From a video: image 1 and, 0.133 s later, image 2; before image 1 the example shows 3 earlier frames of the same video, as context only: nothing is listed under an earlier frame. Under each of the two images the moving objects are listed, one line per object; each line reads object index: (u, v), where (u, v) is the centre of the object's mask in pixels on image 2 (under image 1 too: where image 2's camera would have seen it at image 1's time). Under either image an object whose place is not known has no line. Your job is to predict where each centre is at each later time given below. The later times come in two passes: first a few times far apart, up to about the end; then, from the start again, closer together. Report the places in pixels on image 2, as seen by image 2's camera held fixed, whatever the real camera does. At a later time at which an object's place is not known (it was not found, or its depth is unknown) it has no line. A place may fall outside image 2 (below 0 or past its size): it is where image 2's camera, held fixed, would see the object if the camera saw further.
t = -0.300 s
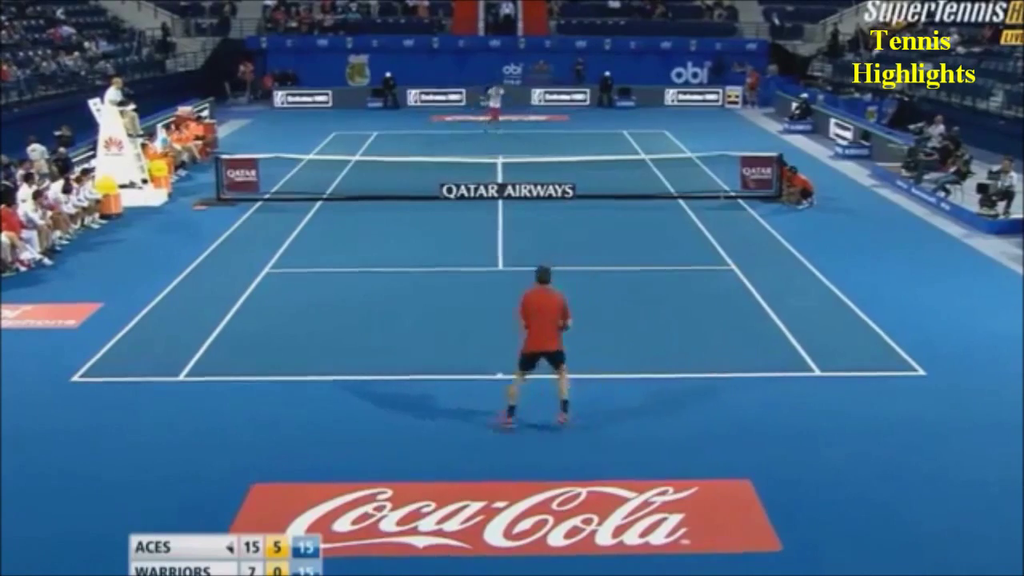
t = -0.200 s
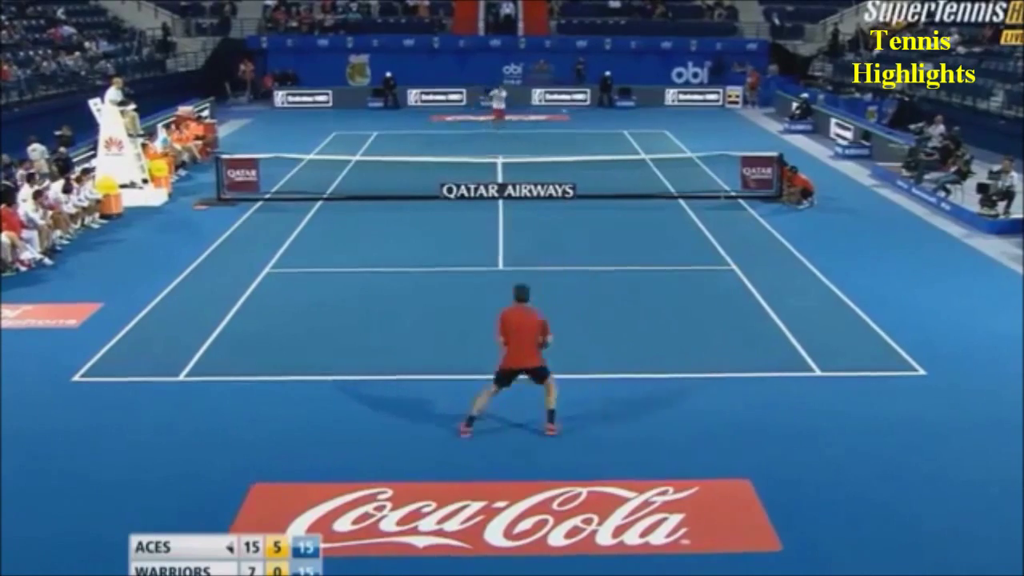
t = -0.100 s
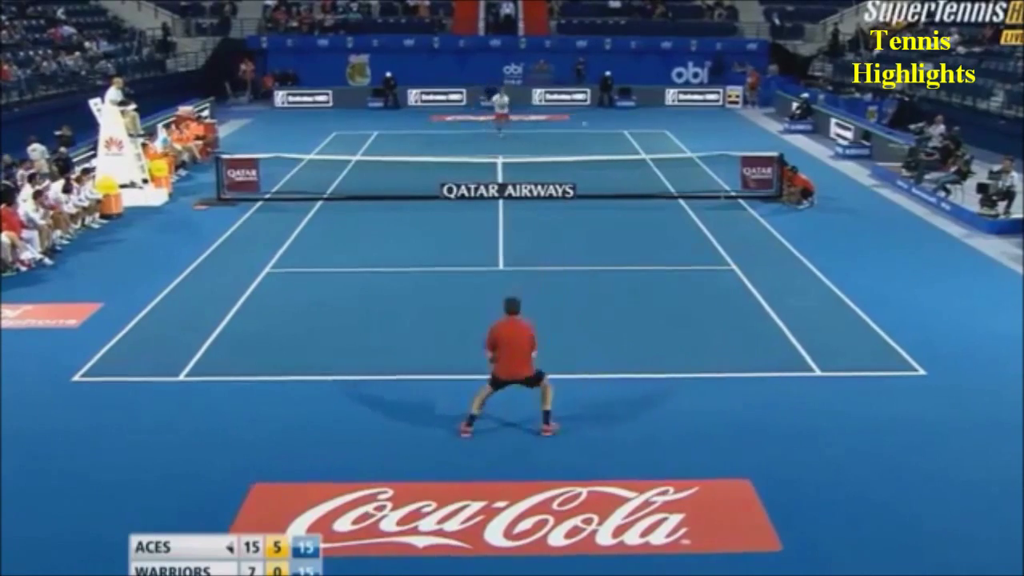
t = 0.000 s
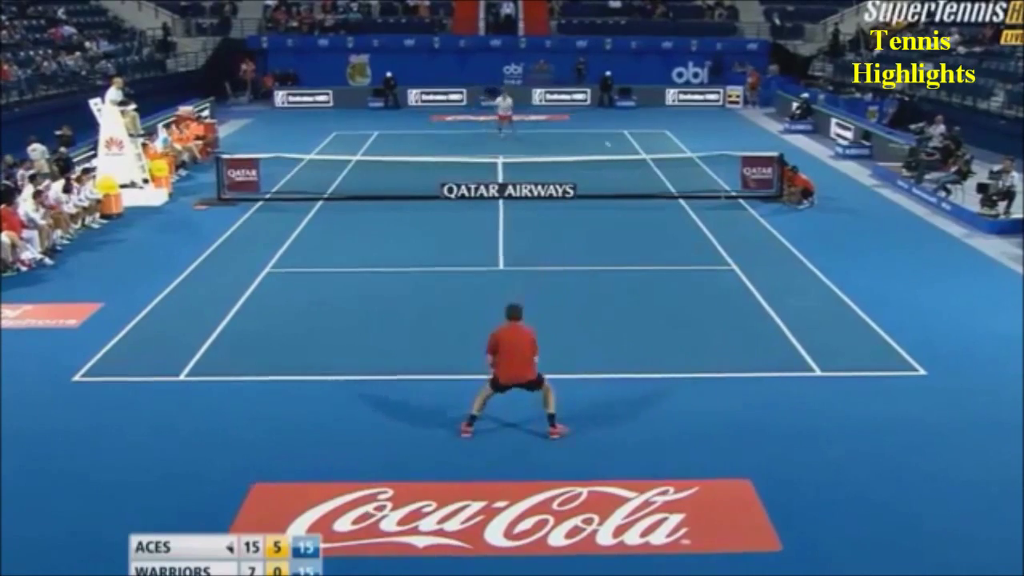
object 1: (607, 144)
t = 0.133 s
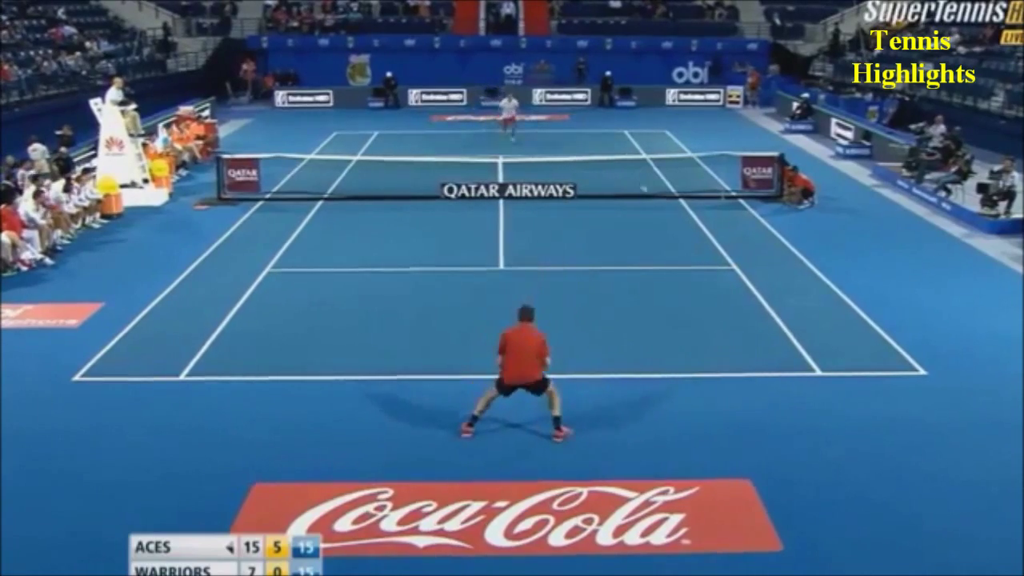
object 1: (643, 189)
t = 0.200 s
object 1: (664, 216)
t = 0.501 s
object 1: (772, 331)
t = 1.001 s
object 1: (998, 497)
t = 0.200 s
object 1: (664, 216)
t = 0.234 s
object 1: (676, 236)
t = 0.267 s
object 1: (691, 258)
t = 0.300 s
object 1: (706, 284)
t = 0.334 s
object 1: (713, 297)
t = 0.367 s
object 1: (729, 327)
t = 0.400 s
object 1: (741, 335)
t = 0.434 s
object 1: (745, 333)
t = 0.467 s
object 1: (759, 331)
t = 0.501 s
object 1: (772, 331)
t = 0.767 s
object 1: (871, 368)
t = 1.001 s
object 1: (998, 497)
